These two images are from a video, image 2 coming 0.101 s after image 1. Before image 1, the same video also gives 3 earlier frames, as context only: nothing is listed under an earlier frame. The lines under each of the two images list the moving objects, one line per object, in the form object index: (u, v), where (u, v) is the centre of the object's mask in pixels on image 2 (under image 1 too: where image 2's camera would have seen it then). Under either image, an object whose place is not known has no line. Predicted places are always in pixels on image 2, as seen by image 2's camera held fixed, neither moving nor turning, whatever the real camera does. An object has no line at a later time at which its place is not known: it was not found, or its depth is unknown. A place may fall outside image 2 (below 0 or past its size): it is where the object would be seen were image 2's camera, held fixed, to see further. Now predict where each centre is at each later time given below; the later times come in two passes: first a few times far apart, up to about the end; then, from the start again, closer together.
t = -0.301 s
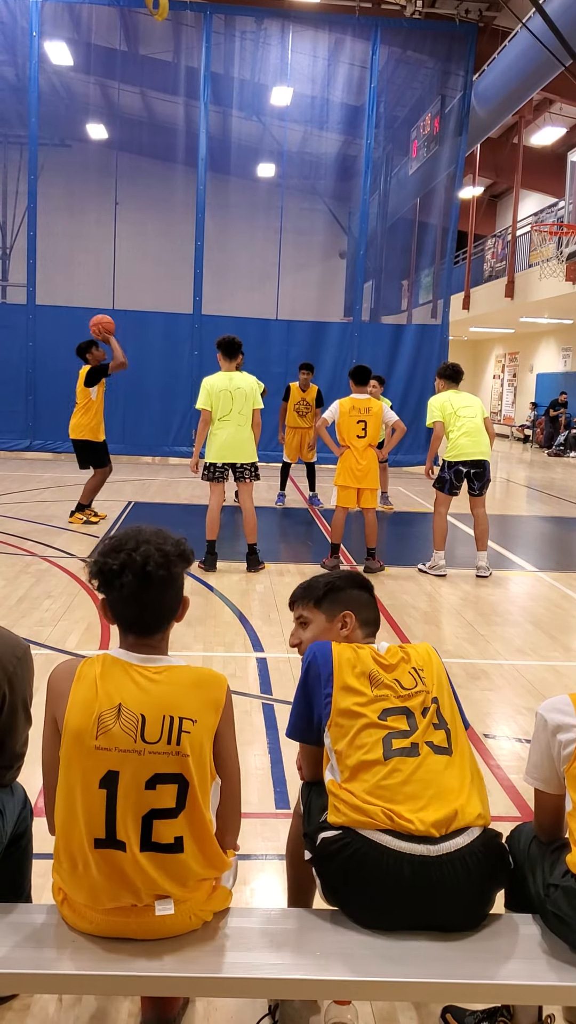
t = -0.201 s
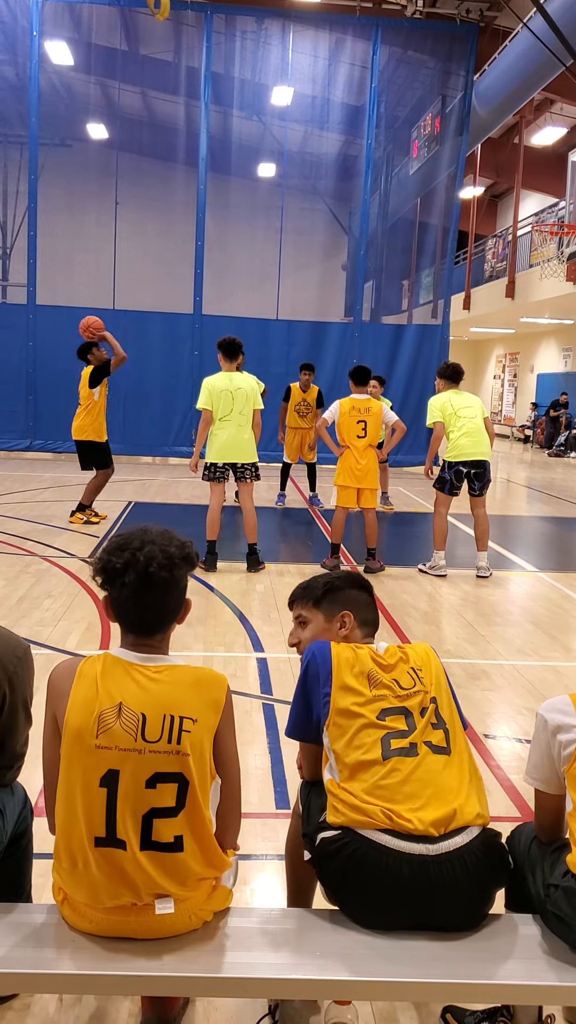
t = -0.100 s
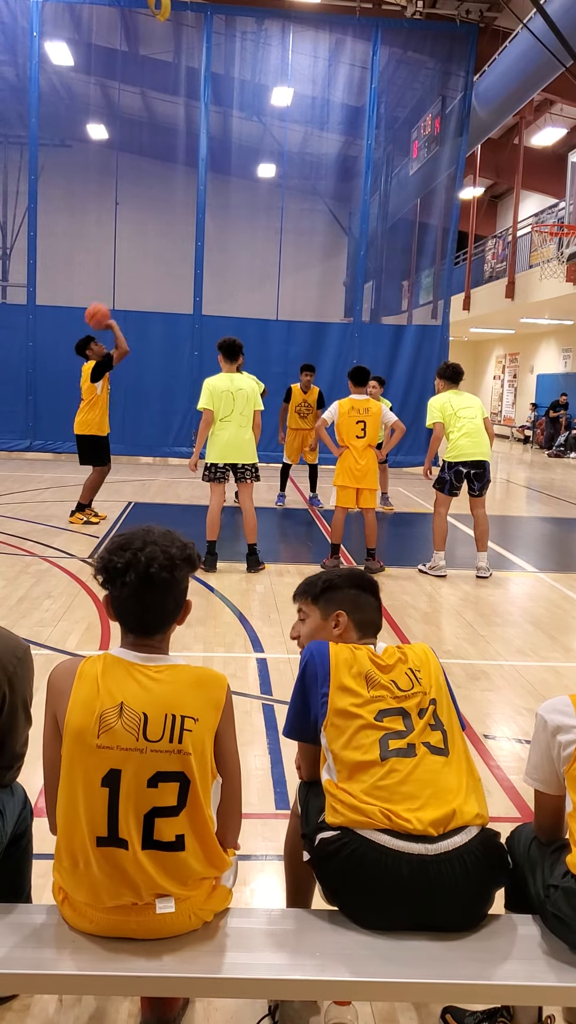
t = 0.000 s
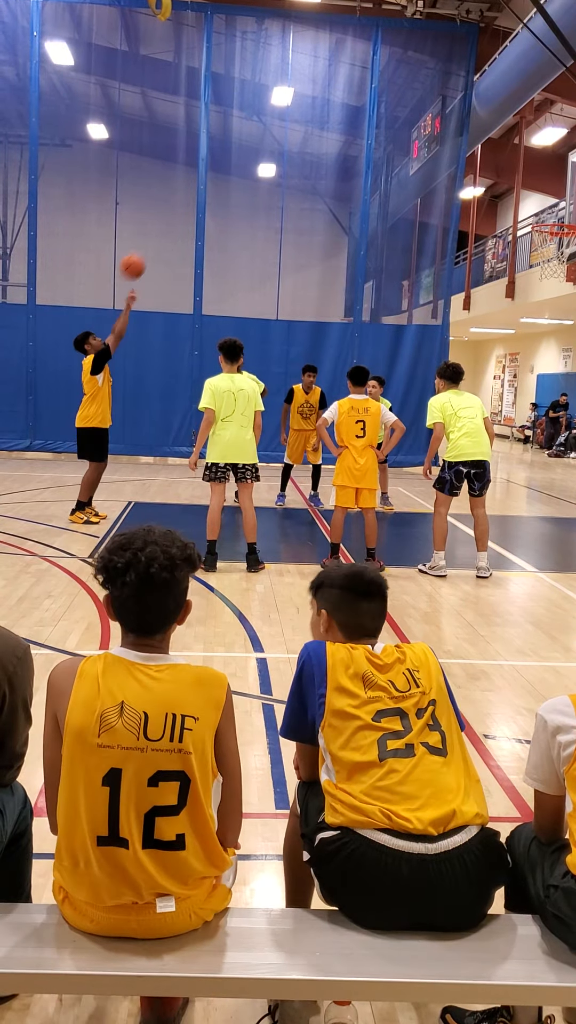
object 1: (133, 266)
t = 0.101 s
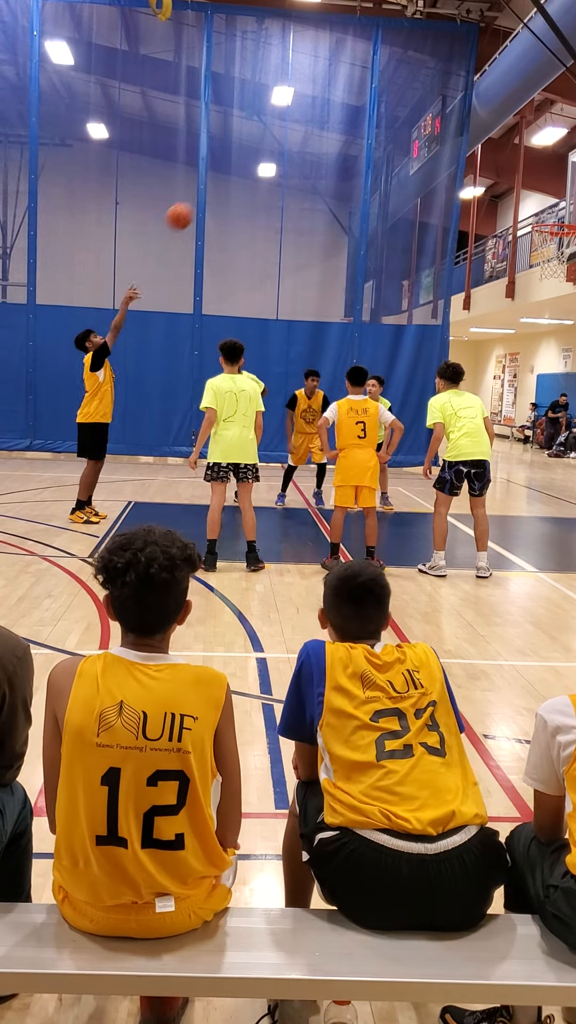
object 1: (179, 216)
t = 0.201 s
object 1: (225, 177)
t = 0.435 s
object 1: (332, 129)
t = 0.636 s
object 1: (418, 134)
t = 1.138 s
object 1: (569, 258)
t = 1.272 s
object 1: (567, 276)
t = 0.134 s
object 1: (194, 201)
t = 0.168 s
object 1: (210, 188)
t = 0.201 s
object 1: (225, 177)
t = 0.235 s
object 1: (241, 167)
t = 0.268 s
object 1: (255, 157)
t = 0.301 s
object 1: (271, 149)
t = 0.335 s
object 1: (287, 143)
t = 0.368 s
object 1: (302, 137)
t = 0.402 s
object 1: (317, 133)
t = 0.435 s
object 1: (332, 129)
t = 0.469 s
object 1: (347, 128)
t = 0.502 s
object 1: (361, 126)
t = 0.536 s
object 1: (376, 127)
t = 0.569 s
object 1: (391, 128)
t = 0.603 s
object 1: (404, 130)
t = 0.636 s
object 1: (418, 134)
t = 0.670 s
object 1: (433, 139)
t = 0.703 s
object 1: (447, 144)
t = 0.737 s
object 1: (461, 152)
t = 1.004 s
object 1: (560, 238)
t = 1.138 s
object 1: (569, 258)
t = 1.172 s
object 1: (569, 260)
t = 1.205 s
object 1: (568, 264)
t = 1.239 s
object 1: (568, 271)
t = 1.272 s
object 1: (567, 276)
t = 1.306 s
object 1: (567, 284)
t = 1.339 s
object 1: (566, 292)
